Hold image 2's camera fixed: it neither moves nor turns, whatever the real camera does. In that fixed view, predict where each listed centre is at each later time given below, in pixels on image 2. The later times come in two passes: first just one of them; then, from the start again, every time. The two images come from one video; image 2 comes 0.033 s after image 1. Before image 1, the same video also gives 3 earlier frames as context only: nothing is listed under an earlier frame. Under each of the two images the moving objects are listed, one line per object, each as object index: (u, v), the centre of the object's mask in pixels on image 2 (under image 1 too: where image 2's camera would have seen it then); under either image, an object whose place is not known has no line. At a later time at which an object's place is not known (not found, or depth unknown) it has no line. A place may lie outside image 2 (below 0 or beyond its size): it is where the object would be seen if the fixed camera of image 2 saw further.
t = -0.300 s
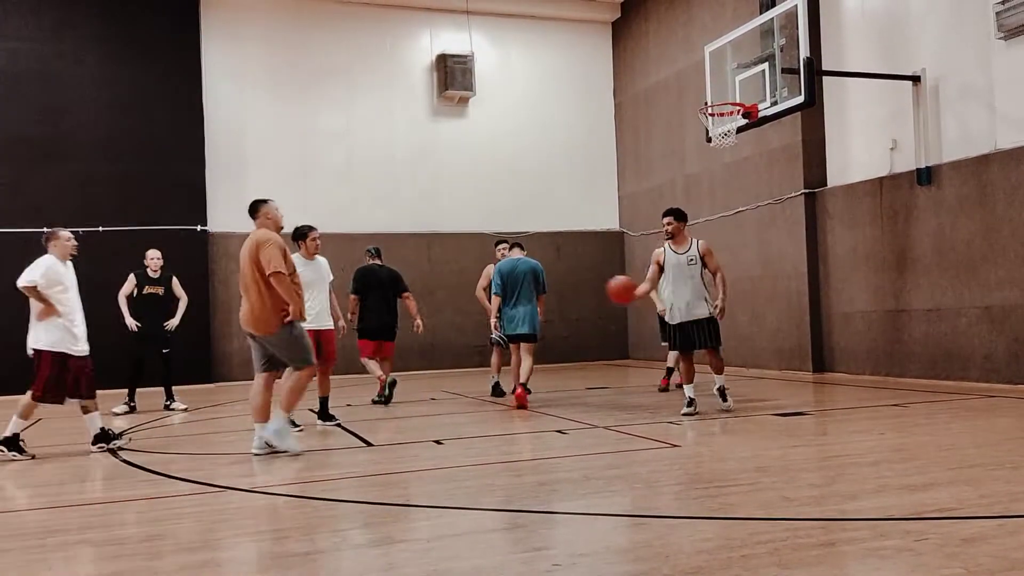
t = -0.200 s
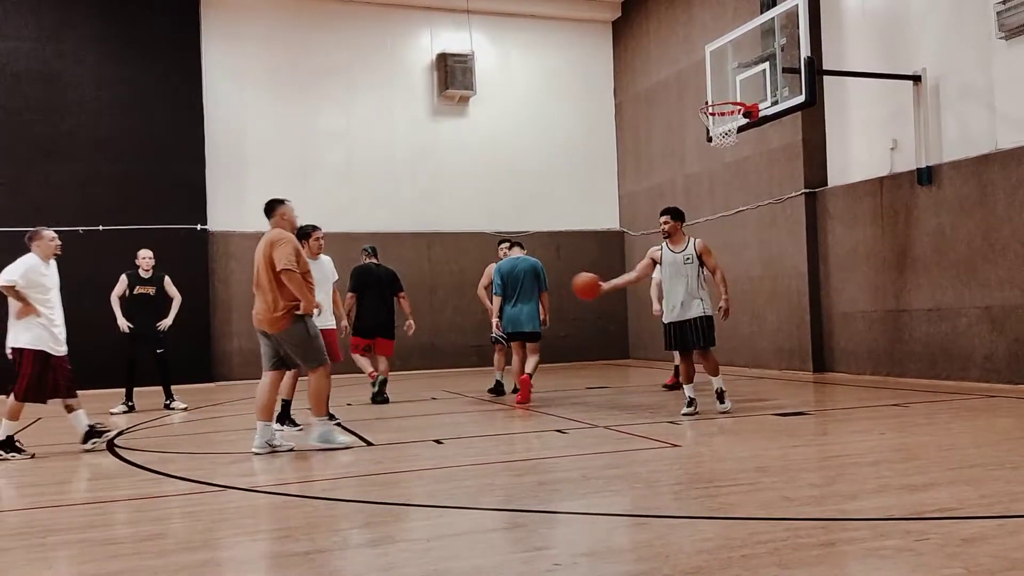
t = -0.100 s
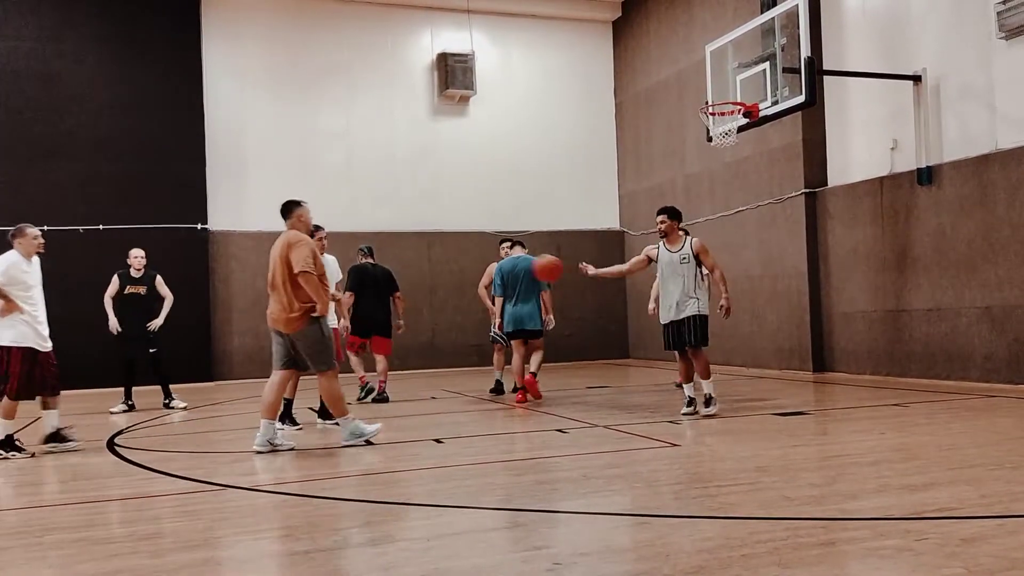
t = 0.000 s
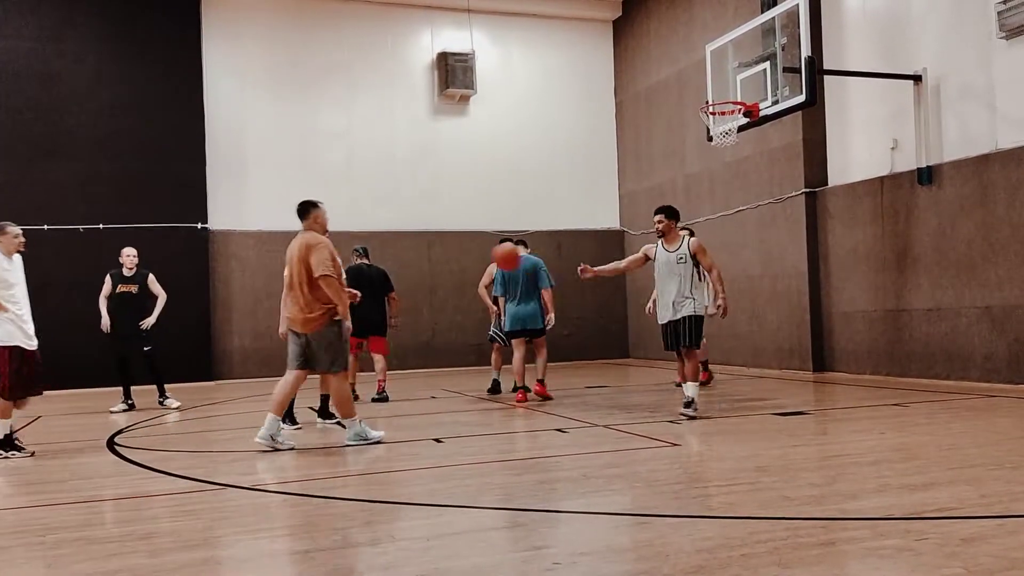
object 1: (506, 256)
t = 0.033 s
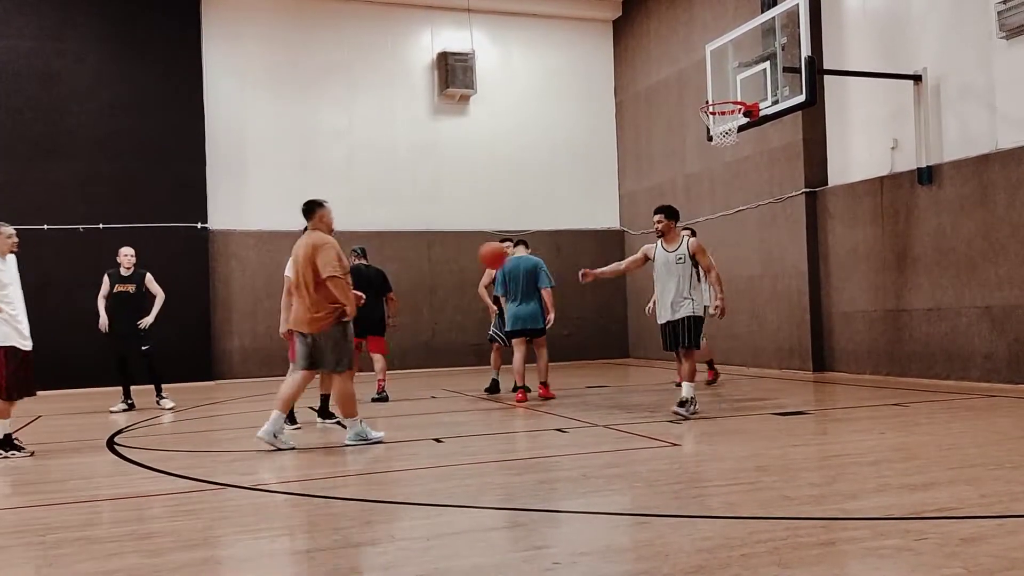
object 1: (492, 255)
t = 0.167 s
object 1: (439, 263)
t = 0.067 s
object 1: (479, 255)
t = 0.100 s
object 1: (466, 256)
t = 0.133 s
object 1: (453, 258)
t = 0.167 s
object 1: (439, 263)
